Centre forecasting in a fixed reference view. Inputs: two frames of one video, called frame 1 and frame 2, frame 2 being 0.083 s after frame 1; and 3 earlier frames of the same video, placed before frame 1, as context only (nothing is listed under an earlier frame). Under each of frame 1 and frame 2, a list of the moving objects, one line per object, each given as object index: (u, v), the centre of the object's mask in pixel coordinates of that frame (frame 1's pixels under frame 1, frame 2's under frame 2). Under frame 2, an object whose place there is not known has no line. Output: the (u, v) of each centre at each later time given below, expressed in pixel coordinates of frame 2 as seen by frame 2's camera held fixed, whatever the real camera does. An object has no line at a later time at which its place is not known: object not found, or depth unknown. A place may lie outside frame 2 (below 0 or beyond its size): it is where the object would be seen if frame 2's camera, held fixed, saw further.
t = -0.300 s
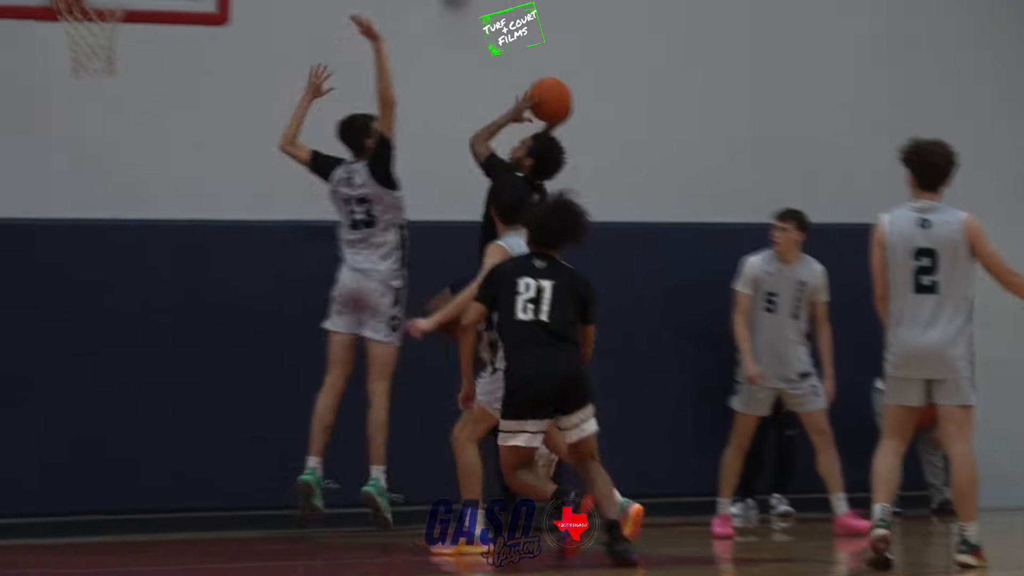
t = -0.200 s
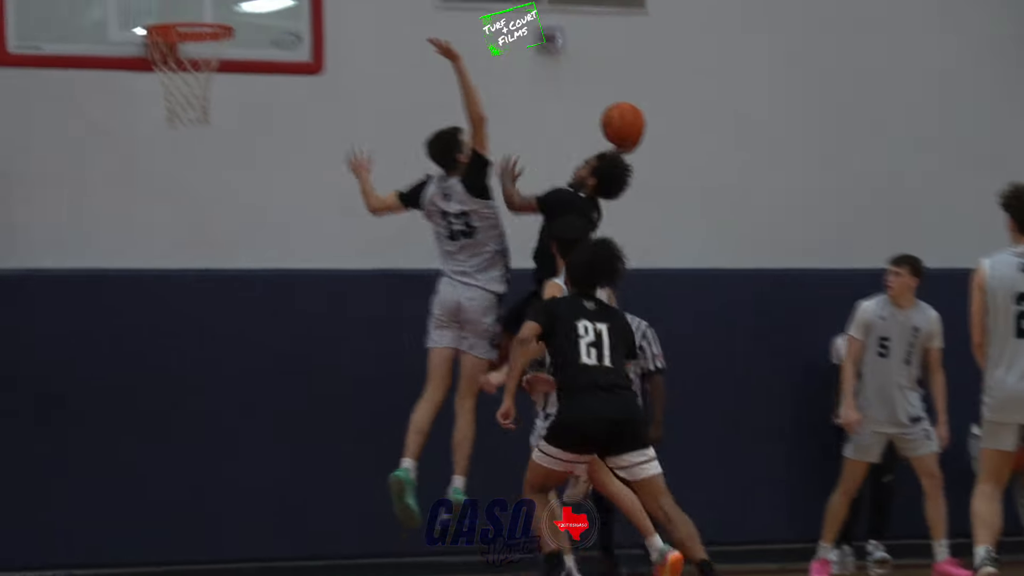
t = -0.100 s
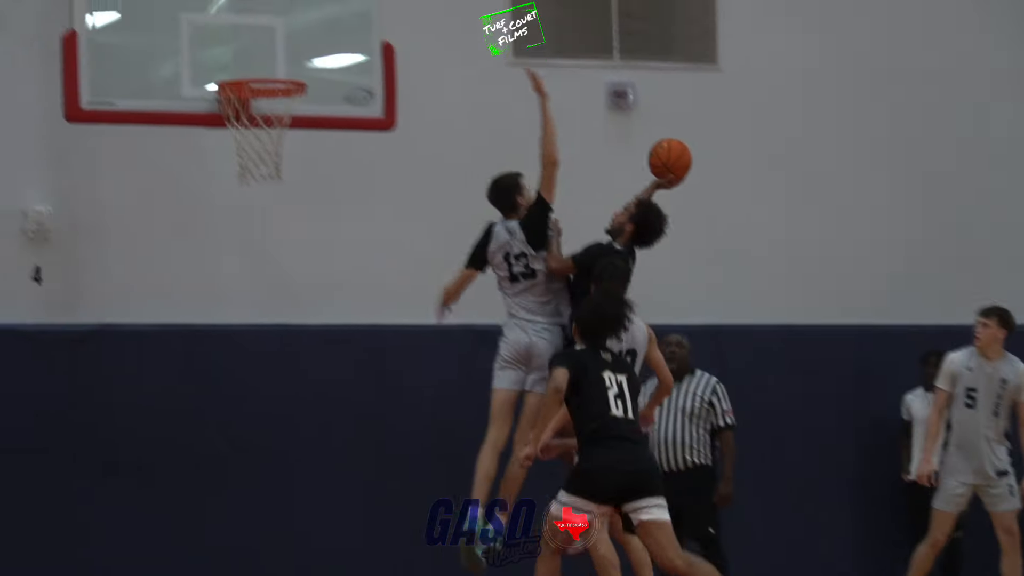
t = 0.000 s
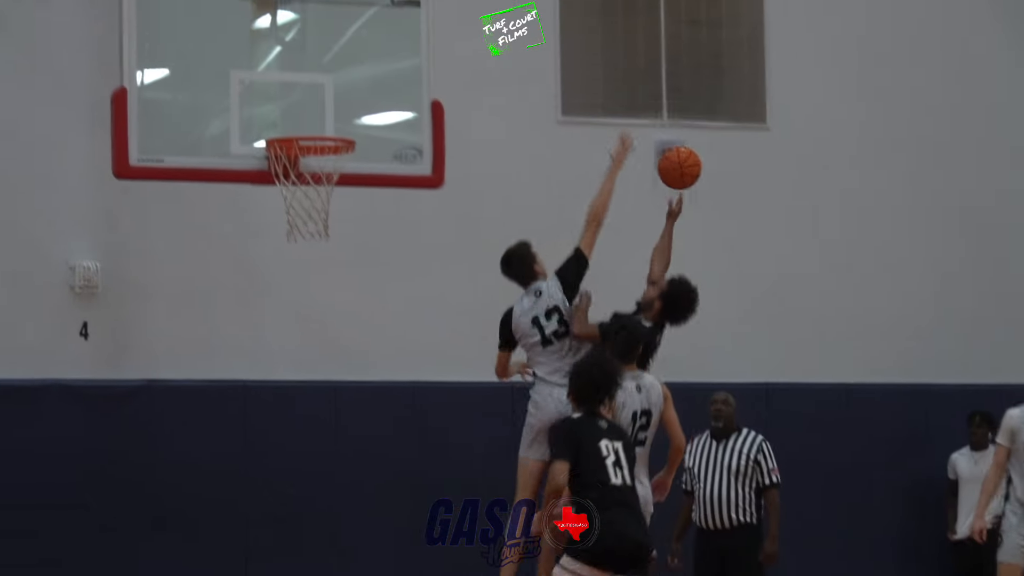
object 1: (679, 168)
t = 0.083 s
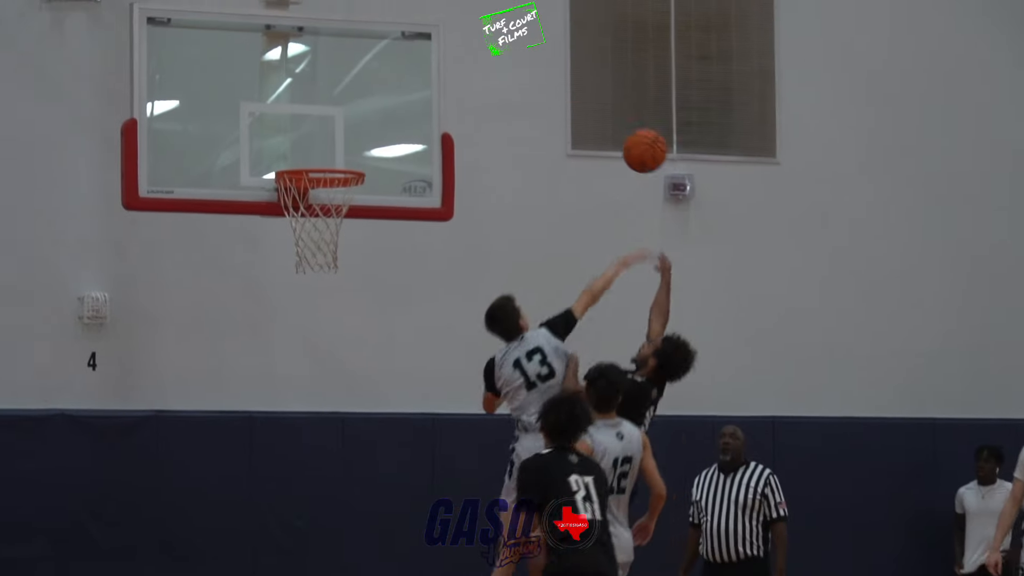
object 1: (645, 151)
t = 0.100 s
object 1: (636, 142)
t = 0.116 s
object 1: (627, 134)
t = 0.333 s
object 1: (513, 74)
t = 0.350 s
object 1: (504, 73)
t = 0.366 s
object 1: (500, 73)
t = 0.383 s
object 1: (491, 72)
